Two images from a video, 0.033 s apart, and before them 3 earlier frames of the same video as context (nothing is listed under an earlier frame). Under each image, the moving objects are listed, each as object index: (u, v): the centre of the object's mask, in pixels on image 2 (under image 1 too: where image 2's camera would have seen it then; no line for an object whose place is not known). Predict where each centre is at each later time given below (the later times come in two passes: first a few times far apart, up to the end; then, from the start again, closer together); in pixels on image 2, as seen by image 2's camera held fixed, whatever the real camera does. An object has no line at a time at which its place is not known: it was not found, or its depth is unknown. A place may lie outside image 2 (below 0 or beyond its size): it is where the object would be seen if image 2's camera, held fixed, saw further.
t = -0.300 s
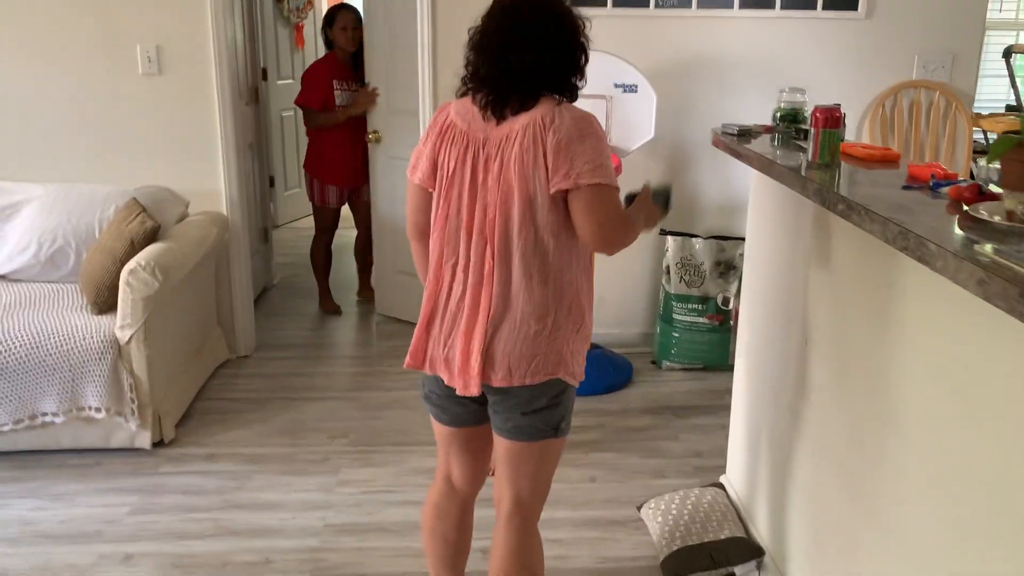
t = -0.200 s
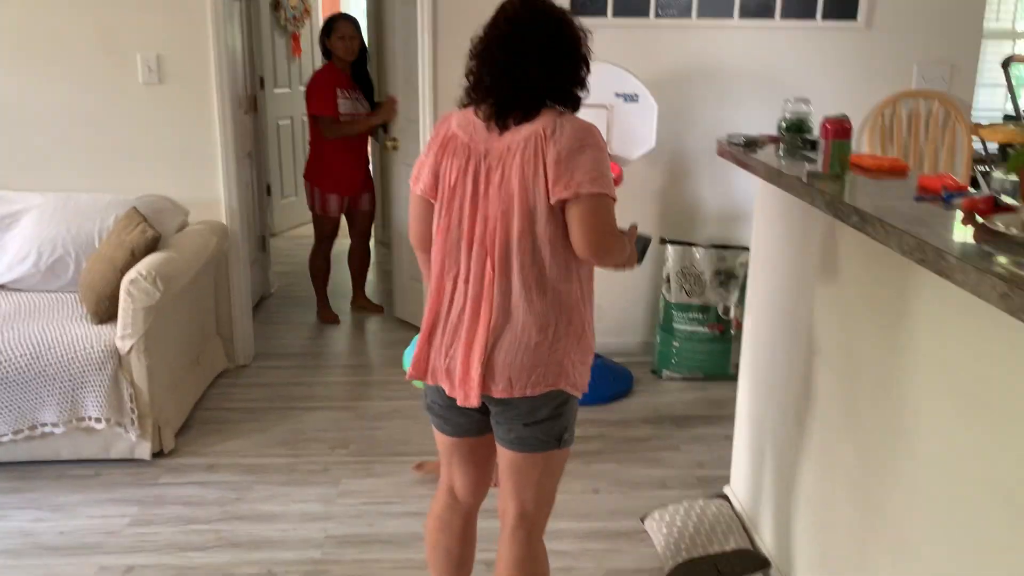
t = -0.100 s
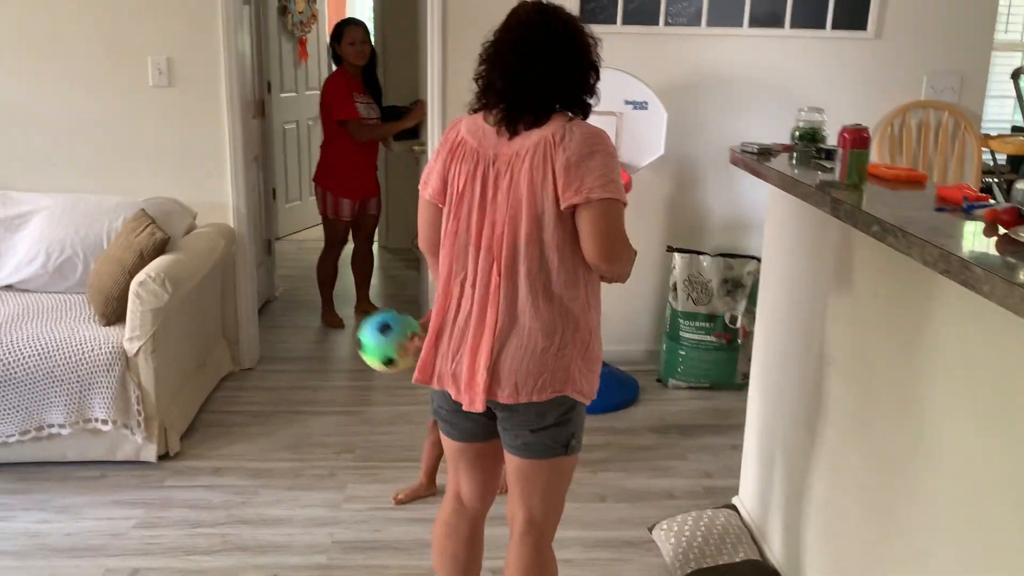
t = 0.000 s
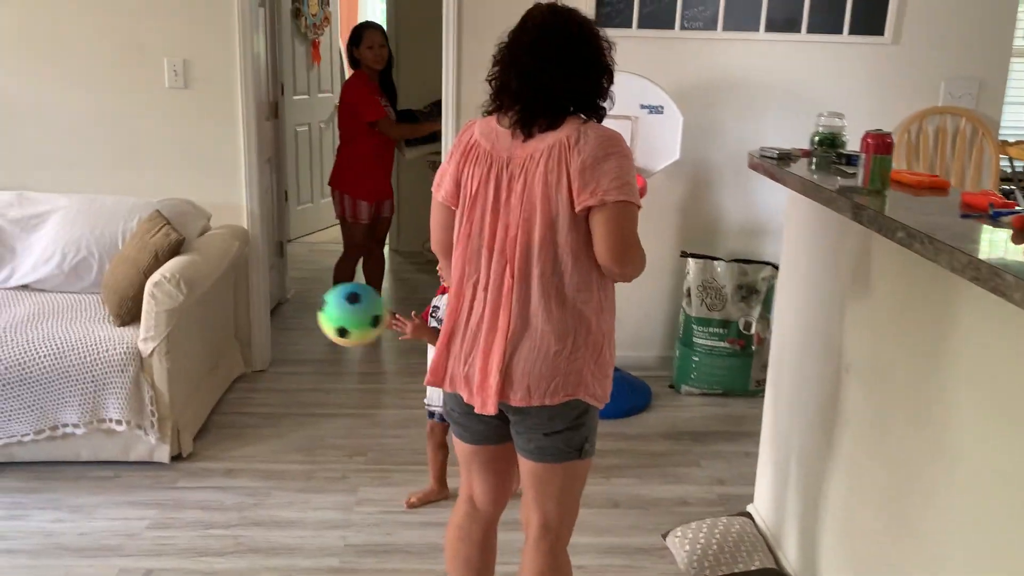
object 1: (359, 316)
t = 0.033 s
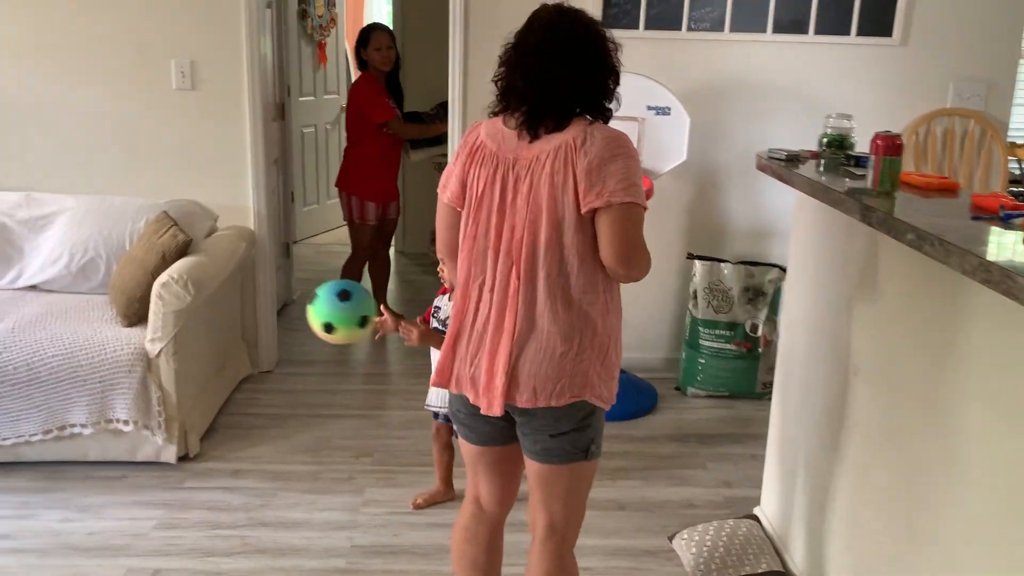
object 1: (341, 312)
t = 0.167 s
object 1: (268, 330)
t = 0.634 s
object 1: (62, 421)
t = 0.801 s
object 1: (8, 410)
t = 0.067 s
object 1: (323, 312)
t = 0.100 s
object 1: (304, 314)
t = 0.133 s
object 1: (286, 321)
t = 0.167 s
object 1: (268, 330)
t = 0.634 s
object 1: (62, 421)
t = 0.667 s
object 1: (50, 412)
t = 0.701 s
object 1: (39, 406)
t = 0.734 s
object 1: (29, 404)
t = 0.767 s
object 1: (18, 405)
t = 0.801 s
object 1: (8, 410)
